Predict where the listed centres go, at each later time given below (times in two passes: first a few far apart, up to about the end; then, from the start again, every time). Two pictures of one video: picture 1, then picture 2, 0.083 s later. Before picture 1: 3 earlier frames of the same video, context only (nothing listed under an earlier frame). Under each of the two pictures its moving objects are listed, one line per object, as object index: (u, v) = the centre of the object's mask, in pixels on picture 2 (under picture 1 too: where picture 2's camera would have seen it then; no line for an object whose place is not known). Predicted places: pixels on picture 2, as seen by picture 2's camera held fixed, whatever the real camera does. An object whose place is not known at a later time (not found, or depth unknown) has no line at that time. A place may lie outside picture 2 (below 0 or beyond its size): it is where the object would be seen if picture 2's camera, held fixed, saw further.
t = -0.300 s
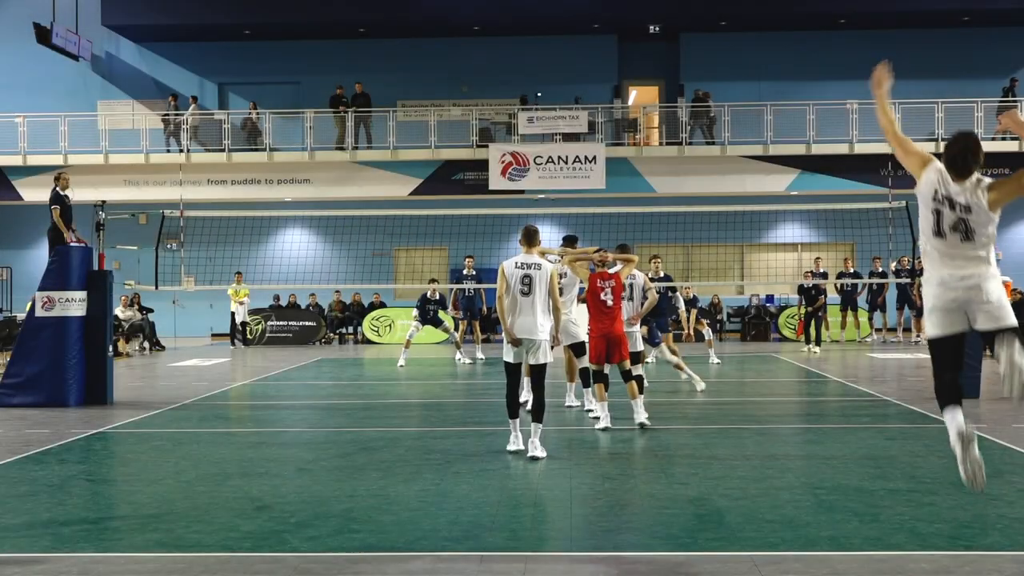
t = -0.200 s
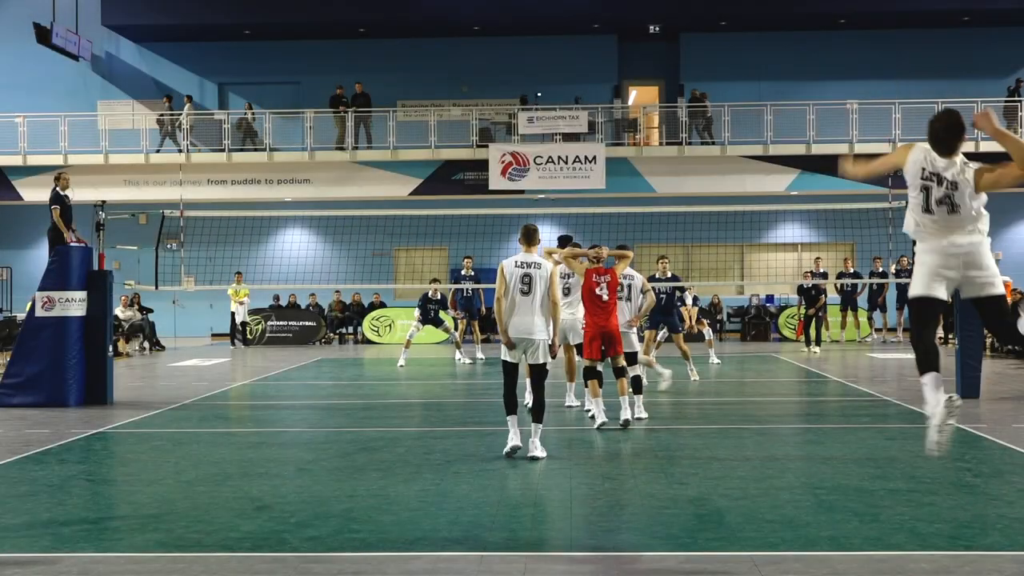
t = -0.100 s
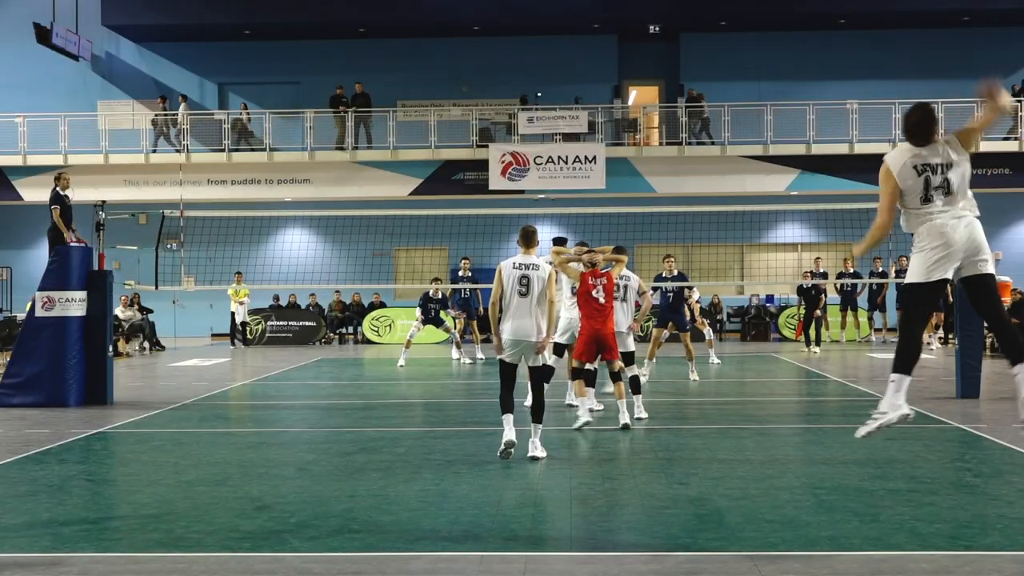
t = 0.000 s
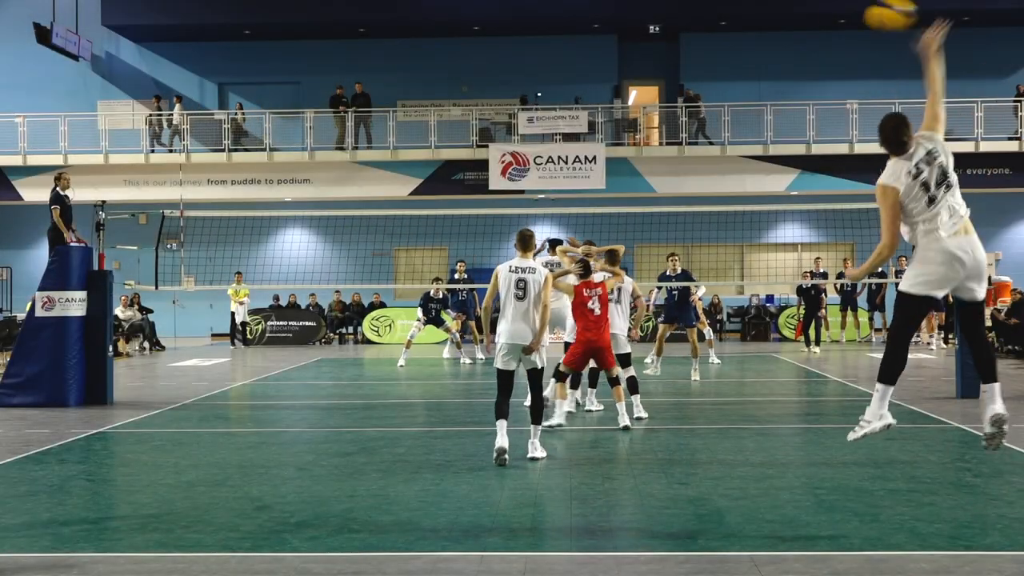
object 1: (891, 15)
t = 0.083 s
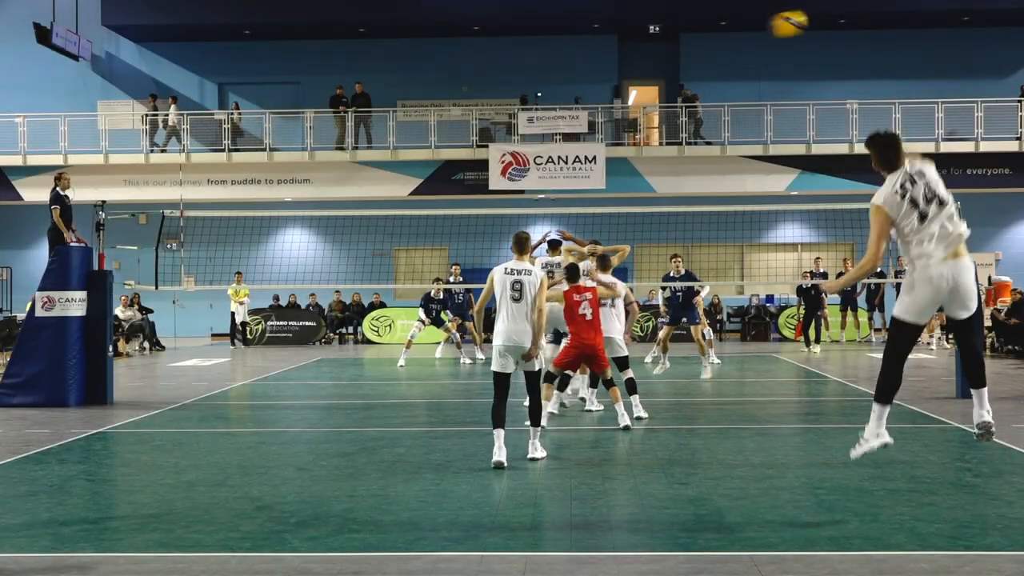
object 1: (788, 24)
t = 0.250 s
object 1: (663, 70)
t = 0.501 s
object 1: (563, 164)
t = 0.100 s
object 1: (771, 27)
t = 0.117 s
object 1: (756, 31)
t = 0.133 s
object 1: (742, 35)
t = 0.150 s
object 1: (728, 40)
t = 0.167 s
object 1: (716, 44)
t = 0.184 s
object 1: (703, 49)
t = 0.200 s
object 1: (693, 54)
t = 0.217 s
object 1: (682, 59)
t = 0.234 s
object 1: (672, 65)
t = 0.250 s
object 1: (663, 70)
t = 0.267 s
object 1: (654, 75)
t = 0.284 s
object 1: (646, 80)
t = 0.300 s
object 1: (637, 86)
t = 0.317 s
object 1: (629, 93)
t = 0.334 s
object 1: (621, 99)
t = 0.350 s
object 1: (615, 104)
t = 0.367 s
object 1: (608, 111)
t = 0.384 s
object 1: (602, 118)
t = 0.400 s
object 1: (596, 123)
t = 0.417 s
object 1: (589, 131)
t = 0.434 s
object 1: (584, 137)
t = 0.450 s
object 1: (579, 143)
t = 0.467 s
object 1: (573, 150)
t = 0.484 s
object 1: (569, 157)
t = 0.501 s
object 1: (563, 164)
